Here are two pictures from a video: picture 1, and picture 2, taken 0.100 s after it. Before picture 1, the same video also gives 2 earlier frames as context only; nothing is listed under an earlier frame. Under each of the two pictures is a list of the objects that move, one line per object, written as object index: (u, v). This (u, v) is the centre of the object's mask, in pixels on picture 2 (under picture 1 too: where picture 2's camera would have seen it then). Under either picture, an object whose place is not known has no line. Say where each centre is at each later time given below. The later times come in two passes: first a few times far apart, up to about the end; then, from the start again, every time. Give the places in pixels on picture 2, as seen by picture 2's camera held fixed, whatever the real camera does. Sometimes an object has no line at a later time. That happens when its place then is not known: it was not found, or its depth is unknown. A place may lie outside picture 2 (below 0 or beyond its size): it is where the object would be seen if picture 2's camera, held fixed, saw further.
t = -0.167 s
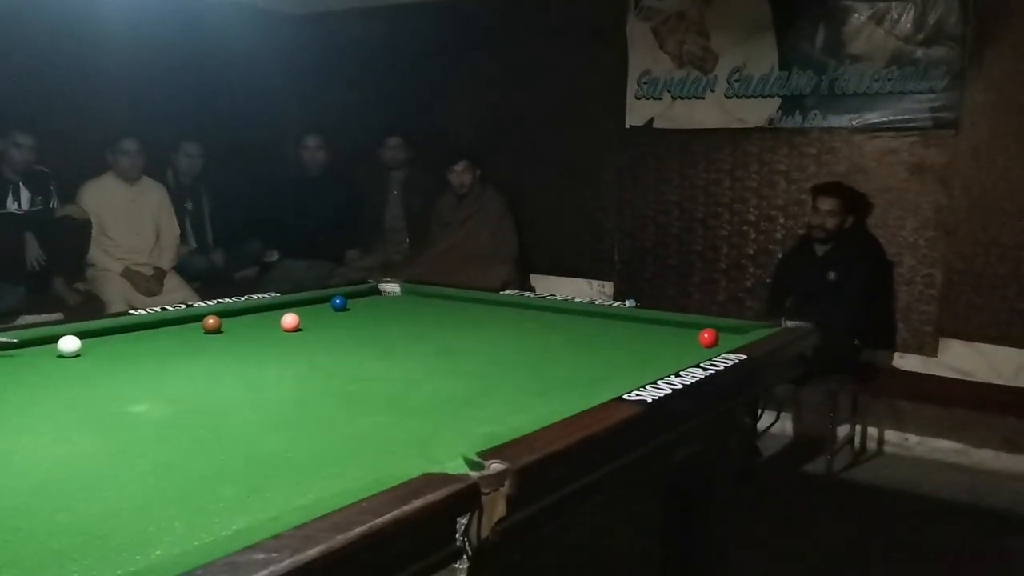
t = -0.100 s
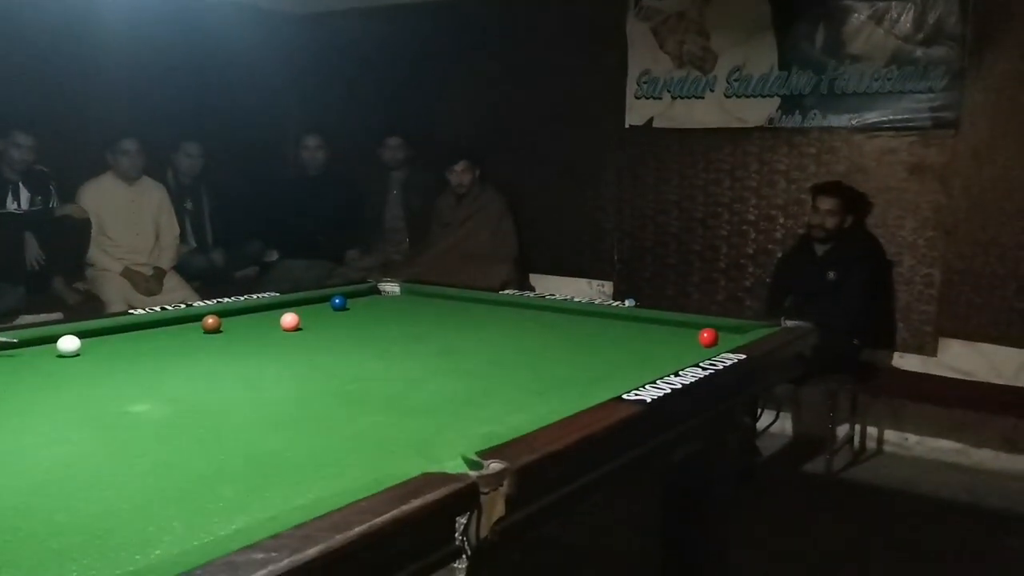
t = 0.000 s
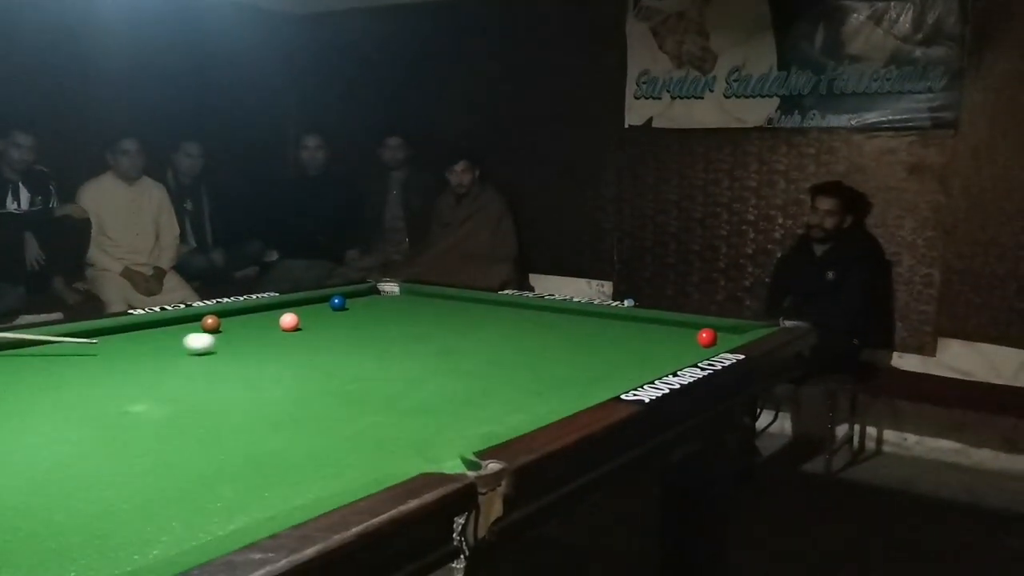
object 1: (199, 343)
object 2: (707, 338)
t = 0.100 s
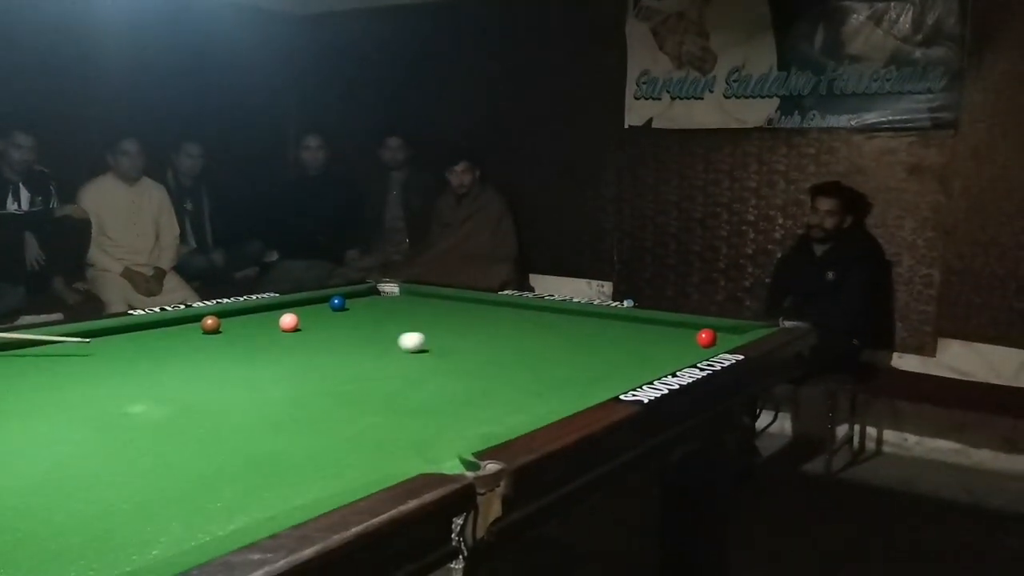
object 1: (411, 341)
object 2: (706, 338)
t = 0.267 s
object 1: (693, 340)
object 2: (722, 335)
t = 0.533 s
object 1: (644, 341)
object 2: (674, 335)
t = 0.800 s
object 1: (550, 347)
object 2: (632, 332)
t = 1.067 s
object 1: (459, 352)
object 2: (601, 331)
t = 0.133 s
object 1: (483, 341)
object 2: (707, 338)
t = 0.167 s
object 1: (550, 340)
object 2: (707, 338)
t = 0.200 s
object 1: (599, 339)
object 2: (707, 338)
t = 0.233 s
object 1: (663, 339)
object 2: (707, 338)
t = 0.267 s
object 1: (693, 340)
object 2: (722, 335)
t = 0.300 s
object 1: (708, 341)
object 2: (739, 330)
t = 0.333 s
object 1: (713, 341)
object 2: (734, 329)
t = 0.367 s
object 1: (698, 341)
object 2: (720, 332)
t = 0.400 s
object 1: (690, 340)
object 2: (709, 333)
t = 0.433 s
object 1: (683, 339)
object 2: (697, 334)
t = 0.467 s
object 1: (673, 339)
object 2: (689, 335)
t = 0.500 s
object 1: (658, 340)
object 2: (681, 335)
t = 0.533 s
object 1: (644, 341)
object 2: (674, 335)
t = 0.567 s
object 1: (634, 342)
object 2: (669, 335)
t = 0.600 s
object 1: (620, 343)
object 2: (663, 334)
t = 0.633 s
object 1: (610, 343)
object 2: (658, 334)
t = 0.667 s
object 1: (596, 344)
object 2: (651, 334)
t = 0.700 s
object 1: (587, 345)
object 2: (647, 334)
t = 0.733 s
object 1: (573, 345)
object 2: (641, 333)
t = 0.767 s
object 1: (563, 346)
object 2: (638, 333)
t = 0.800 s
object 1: (550, 347)
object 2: (632, 332)
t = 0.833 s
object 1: (540, 347)
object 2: (628, 332)
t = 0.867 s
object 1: (527, 348)
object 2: (623, 332)
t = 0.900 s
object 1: (514, 349)
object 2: (619, 332)
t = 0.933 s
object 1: (504, 349)
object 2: (616, 331)
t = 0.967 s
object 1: (491, 350)
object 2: (611, 331)
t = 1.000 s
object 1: (481, 351)
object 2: (608, 331)
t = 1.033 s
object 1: (469, 351)
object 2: (604, 331)
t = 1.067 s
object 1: (459, 352)
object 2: (601, 331)
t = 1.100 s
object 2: (598, 331)
